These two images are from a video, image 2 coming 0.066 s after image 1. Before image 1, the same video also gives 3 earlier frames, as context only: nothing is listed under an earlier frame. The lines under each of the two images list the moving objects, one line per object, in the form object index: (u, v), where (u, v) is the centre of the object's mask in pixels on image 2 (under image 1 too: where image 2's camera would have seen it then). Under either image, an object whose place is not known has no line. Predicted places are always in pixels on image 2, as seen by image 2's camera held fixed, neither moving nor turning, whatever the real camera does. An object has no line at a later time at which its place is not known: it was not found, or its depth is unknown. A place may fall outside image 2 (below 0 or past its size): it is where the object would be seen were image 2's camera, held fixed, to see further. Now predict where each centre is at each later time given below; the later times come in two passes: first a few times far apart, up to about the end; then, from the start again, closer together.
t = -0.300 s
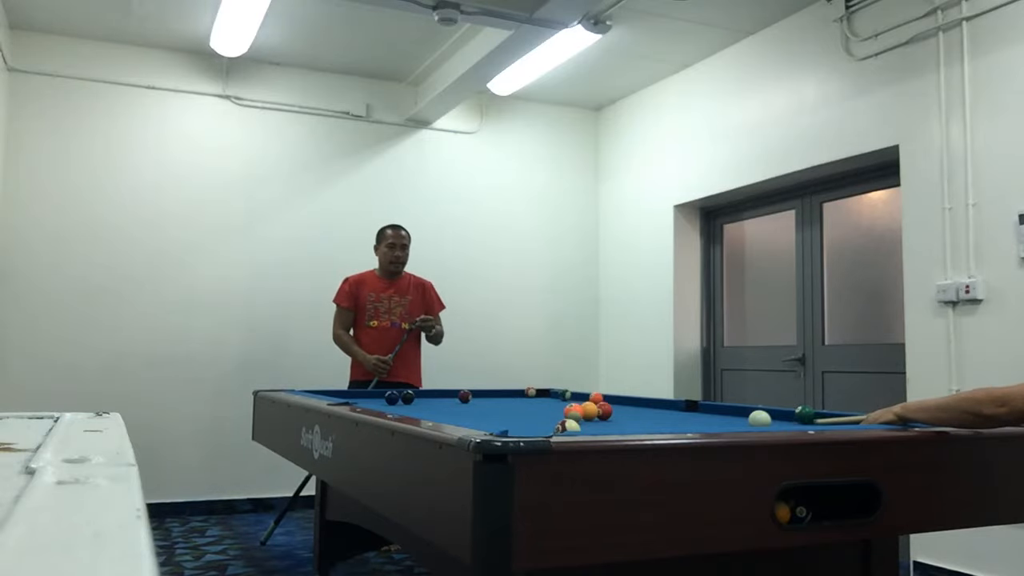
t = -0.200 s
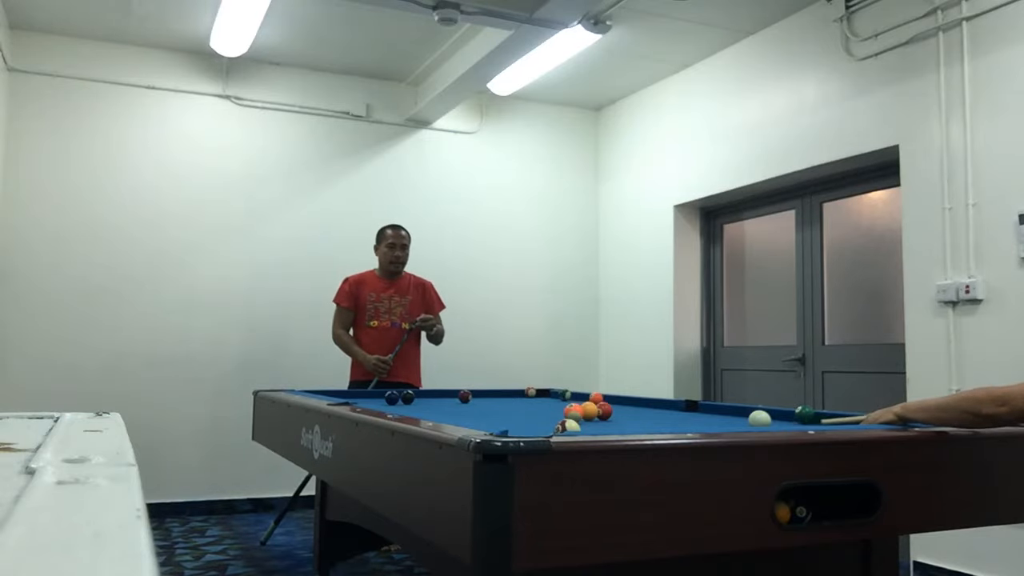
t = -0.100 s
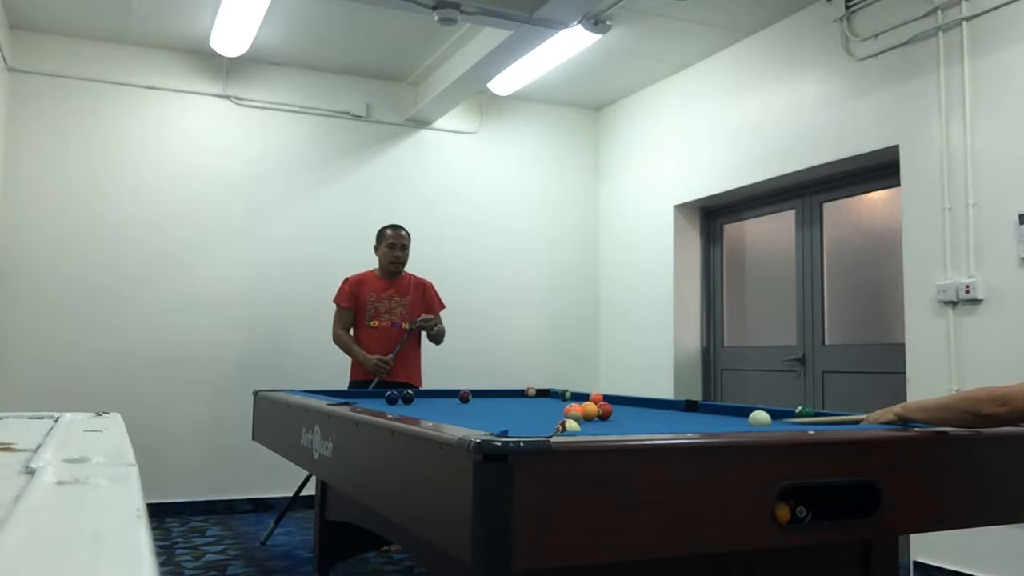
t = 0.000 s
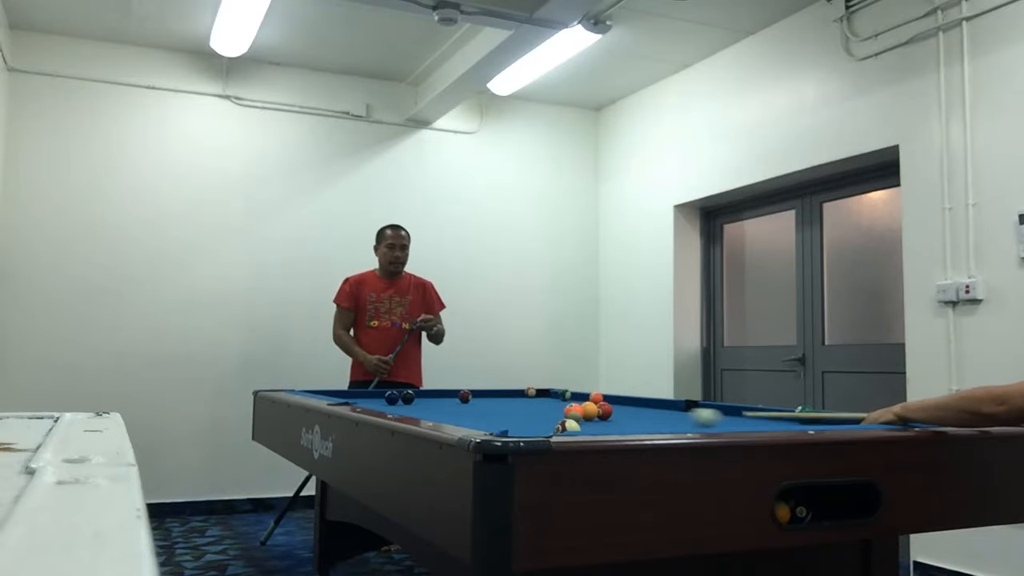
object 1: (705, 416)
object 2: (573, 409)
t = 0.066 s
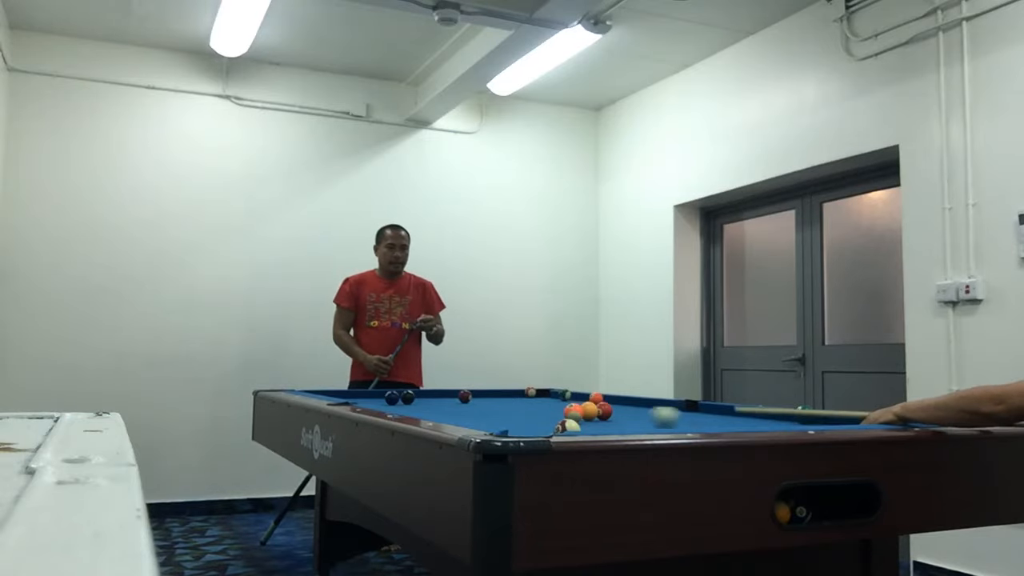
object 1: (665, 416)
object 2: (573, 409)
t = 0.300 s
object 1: (590, 412)
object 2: (541, 408)
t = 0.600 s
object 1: (564, 410)
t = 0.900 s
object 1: (540, 409)
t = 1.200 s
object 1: (519, 407)
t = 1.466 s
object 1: (503, 406)
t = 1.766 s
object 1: (488, 404)
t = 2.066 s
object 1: (475, 403)
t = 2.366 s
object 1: (464, 402)
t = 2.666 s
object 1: (454, 401)
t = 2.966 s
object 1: (445, 401)
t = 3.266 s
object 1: (438, 401)
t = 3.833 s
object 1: (428, 400)
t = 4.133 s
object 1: (425, 399)
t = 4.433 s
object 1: (423, 400)
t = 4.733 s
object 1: (423, 400)
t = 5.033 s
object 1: (423, 400)
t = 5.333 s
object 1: (423, 400)
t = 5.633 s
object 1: (423, 400)
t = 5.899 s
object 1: (423, 400)
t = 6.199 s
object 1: (423, 400)
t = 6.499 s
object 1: (423, 400)
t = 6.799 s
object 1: (423, 400)
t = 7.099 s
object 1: (423, 400)
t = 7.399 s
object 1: (423, 400)
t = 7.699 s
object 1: (423, 400)
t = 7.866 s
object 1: (423, 400)
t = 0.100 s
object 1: (647, 416)
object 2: (573, 409)
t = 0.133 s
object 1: (632, 415)
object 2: (573, 409)
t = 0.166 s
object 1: (617, 414)
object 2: (573, 409)
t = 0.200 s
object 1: (603, 413)
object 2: (573, 409)
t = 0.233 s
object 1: (591, 412)
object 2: (567, 408)
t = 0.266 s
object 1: (591, 412)
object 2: (553, 408)
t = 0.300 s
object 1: (590, 412)
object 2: (541, 408)
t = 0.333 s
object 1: (589, 412)
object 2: (530, 407)
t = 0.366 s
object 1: (587, 412)
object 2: (519, 407)
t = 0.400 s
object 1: (583, 412)
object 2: (511, 410)
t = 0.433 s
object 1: (579, 412)
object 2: (502, 410)
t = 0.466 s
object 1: (576, 411)
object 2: (493, 409)
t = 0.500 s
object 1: (573, 411)
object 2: (484, 409)
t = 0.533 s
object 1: (571, 410)
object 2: (476, 406)
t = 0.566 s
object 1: (567, 410)
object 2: (467, 409)
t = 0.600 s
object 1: (564, 410)
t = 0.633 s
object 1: (561, 410)
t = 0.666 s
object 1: (558, 410)
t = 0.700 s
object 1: (556, 410)
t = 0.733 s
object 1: (553, 410)
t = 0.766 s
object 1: (550, 409)
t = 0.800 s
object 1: (547, 409)
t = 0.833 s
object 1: (545, 409)
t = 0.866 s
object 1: (542, 409)
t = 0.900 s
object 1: (540, 409)
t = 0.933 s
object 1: (538, 408)
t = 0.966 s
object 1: (535, 408)
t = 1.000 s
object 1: (533, 408)
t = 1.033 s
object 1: (531, 408)
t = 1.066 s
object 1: (528, 407)
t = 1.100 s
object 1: (526, 408)
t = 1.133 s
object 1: (524, 407)
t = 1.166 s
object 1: (521, 407)
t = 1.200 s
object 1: (519, 407)
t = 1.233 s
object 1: (517, 407)
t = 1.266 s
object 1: (515, 407)
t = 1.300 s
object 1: (513, 406)
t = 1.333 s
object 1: (511, 406)
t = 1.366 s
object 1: (509, 406)
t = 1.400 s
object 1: (507, 406)
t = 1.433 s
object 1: (505, 406)
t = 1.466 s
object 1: (503, 406)
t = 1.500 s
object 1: (501, 405)
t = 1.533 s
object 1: (500, 405)
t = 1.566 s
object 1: (498, 405)
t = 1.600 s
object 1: (496, 405)
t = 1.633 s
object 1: (495, 405)
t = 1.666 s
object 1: (493, 405)
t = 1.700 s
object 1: (491, 404)
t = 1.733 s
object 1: (490, 404)
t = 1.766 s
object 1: (488, 404)
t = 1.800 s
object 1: (487, 404)
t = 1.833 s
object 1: (485, 404)
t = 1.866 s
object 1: (483, 404)
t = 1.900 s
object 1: (482, 404)
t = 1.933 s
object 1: (481, 404)
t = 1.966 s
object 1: (479, 403)
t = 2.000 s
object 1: (478, 403)
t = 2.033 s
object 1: (476, 403)
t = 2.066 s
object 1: (475, 403)
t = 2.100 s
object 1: (474, 403)
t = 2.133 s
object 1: (472, 403)
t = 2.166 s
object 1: (471, 403)
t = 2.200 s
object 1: (470, 403)
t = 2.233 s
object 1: (468, 403)
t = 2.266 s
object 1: (467, 402)
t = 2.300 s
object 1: (466, 402)
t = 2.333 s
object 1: (465, 402)
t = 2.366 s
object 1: (464, 402)
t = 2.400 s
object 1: (463, 402)
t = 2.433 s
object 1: (462, 402)
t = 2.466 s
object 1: (461, 402)
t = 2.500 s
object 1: (459, 402)
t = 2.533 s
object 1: (458, 401)
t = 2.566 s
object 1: (457, 401)
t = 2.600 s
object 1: (456, 402)
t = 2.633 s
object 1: (455, 402)
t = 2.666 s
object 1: (454, 401)
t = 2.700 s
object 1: (453, 402)
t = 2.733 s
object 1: (452, 401)
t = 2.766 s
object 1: (451, 401)
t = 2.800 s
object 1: (450, 401)
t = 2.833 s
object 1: (449, 401)
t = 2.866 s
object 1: (448, 401)
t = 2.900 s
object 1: (447, 401)
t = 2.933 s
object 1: (446, 401)
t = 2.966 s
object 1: (445, 401)
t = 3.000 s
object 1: (445, 401)
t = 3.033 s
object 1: (444, 401)
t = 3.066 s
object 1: (443, 401)
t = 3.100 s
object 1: (442, 401)
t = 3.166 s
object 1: (440, 401)
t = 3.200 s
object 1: (440, 401)
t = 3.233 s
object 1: (439, 400)
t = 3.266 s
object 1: (438, 401)
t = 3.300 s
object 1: (437, 400)
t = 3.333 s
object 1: (436, 400)
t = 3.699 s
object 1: (430, 400)
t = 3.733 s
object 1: (430, 400)
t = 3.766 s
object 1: (430, 399)
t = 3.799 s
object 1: (429, 399)
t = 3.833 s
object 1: (428, 400)
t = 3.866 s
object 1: (428, 400)
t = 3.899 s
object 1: (427, 400)
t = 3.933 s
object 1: (427, 399)
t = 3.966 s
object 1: (427, 400)
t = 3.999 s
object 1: (426, 400)
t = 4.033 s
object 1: (426, 399)
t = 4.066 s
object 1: (426, 399)
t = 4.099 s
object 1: (425, 399)
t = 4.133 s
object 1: (425, 399)
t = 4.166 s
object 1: (425, 400)
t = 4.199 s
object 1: (424, 400)
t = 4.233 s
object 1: (424, 400)
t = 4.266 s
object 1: (424, 400)
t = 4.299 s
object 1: (424, 400)
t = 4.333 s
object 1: (424, 400)
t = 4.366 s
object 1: (424, 400)
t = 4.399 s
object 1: (423, 400)
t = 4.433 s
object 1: (423, 400)
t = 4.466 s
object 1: (423, 400)
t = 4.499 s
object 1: (423, 400)
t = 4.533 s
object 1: (423, 400)
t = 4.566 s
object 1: (423, 400)
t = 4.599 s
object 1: (423, 399)
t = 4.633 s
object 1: (423, 400)
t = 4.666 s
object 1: (423, 400)
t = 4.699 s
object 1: (423, 400)
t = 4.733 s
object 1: (423, 400)
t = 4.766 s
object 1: (423, 400)
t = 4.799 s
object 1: (423, 400)
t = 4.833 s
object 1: (423, 400)
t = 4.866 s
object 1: (423, 400)
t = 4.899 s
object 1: (423, 399)
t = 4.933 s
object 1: (423, 400)
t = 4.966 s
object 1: (423, 400)
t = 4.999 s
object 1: (423, 400)
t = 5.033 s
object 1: (423, 400)
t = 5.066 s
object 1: (423, 400)
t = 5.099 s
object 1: (423, 400)
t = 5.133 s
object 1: (423, 400)
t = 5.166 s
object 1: (423, 400)
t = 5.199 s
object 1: (423, 400)
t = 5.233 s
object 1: (423, 400)
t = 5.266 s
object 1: (423, 400)
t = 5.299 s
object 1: (423, 400)
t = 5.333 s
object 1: (423, 400)
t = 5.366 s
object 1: (423, 400)
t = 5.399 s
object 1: (423, 400)
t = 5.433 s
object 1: (423, 400)
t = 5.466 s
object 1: (423, 400)
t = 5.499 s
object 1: (423, 400)
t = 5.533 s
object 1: (423, 400)
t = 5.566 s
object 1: (423, 400)
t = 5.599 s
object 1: (423, 400)
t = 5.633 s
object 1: (423, 400)
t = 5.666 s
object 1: (423, 400)
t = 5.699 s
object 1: (423, 400)
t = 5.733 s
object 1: (423, 400)
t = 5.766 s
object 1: (423, 400)
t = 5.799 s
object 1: (423, 400)
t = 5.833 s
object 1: (423, 400)
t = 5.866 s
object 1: (423, 400)
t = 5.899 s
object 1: (423, 400)
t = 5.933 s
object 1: (423, 400)
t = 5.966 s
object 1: (423, 400)
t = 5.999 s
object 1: (423, 400)
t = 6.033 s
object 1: (423, 400)
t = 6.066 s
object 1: (423, 400)
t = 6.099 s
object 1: (423, 400)
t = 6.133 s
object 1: (423, 400)
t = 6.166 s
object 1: (423, 400)
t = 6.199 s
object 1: (423, 400)
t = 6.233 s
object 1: (423, 400)
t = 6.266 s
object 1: (423, 400)
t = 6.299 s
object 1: (423, 400)
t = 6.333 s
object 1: (423, 400)
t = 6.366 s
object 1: (423, 400)
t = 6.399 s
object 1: (423, 400)
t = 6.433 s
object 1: (423, 400)
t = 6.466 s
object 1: (423, 400)
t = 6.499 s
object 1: (423, 400)
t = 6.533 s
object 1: (423, 400)
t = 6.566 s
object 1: (423, 400)
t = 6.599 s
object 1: (423, 400)
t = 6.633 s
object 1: (423, 400)
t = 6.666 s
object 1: (423, 400)
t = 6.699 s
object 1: (423, 400)
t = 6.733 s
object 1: (423, 400)
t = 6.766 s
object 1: (423, 400)
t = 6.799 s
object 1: (423, 400)
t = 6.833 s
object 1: (423, 400)
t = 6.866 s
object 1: (423, 400)
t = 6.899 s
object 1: (423, 400)
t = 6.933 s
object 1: (423, 400)
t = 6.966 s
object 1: (423, 400)
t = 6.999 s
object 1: (423, 400)
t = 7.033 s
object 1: (423, 400)
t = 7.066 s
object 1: (423, 400)
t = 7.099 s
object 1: (423, 400)
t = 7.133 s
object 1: (423, 400)
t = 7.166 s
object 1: (423, 400)
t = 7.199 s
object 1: (423, 400)
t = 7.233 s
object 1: (423, 400)
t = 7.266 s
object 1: (423, 400)
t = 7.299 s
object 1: (423, 399)
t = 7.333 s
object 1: (423, 400)
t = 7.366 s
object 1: (423, 400)
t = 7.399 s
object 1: (423, 400)
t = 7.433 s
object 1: (423, 400)
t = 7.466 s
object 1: (423, 400)
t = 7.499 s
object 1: (423, 400)
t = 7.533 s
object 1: (423, 400)
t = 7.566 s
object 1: (423, 400)
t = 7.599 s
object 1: (423, 400)
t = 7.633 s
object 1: (423, 400)
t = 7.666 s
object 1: (423, 400)
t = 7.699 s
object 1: (423, 400)
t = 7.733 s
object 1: (423, 400)
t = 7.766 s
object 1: (423, 400)
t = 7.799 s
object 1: (423, 400)
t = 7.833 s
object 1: (423, 400)
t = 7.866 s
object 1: (423, 400)
